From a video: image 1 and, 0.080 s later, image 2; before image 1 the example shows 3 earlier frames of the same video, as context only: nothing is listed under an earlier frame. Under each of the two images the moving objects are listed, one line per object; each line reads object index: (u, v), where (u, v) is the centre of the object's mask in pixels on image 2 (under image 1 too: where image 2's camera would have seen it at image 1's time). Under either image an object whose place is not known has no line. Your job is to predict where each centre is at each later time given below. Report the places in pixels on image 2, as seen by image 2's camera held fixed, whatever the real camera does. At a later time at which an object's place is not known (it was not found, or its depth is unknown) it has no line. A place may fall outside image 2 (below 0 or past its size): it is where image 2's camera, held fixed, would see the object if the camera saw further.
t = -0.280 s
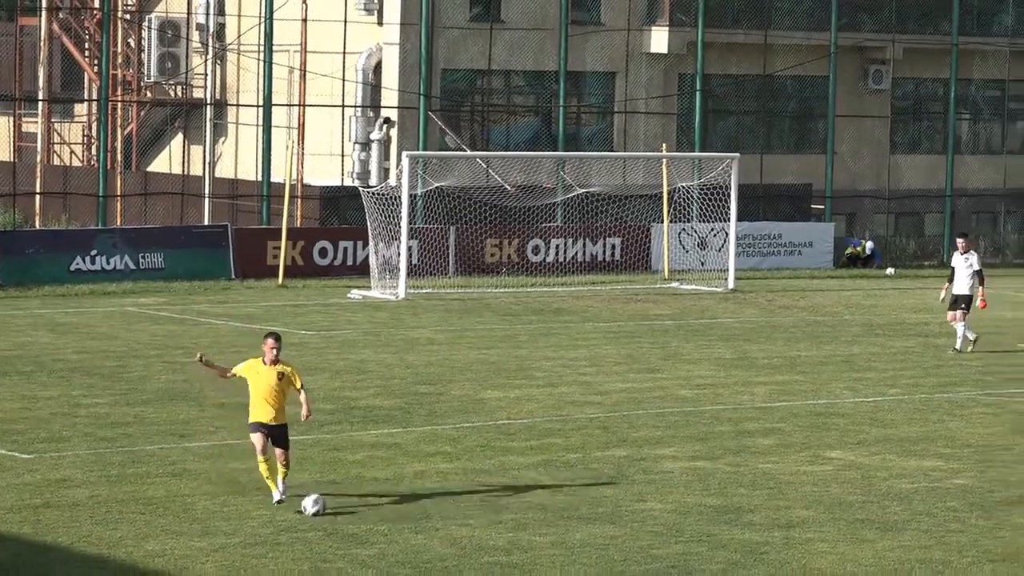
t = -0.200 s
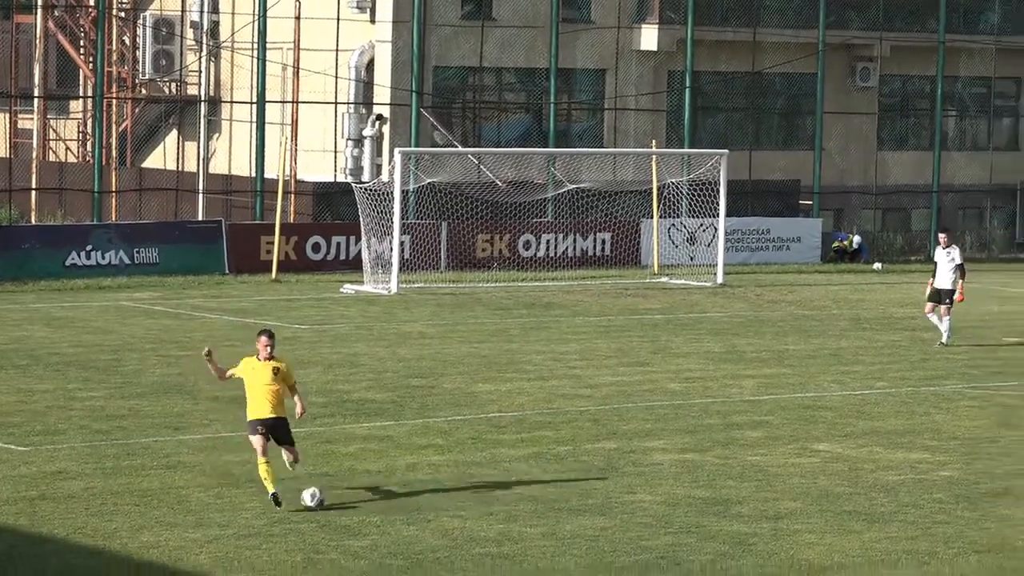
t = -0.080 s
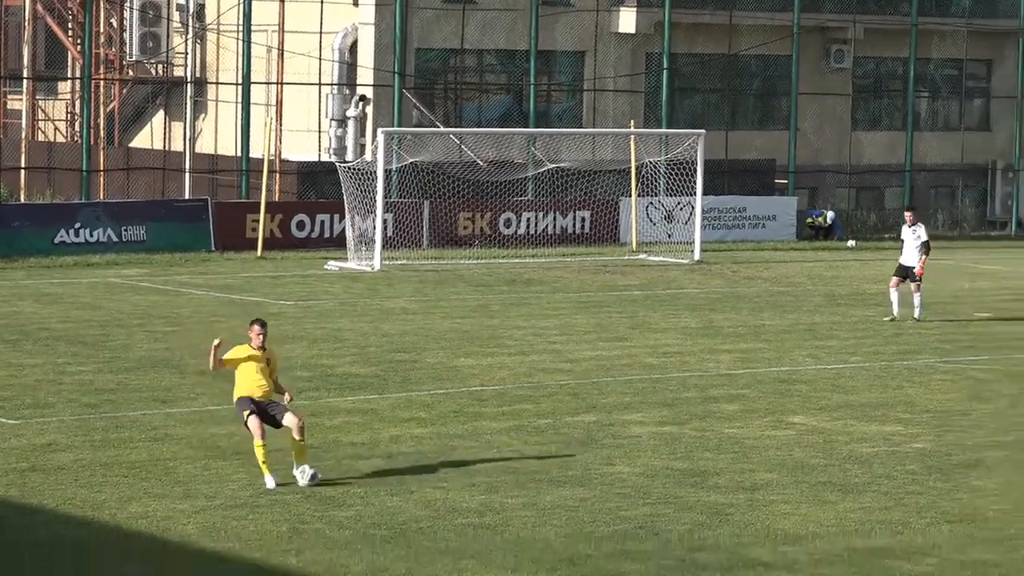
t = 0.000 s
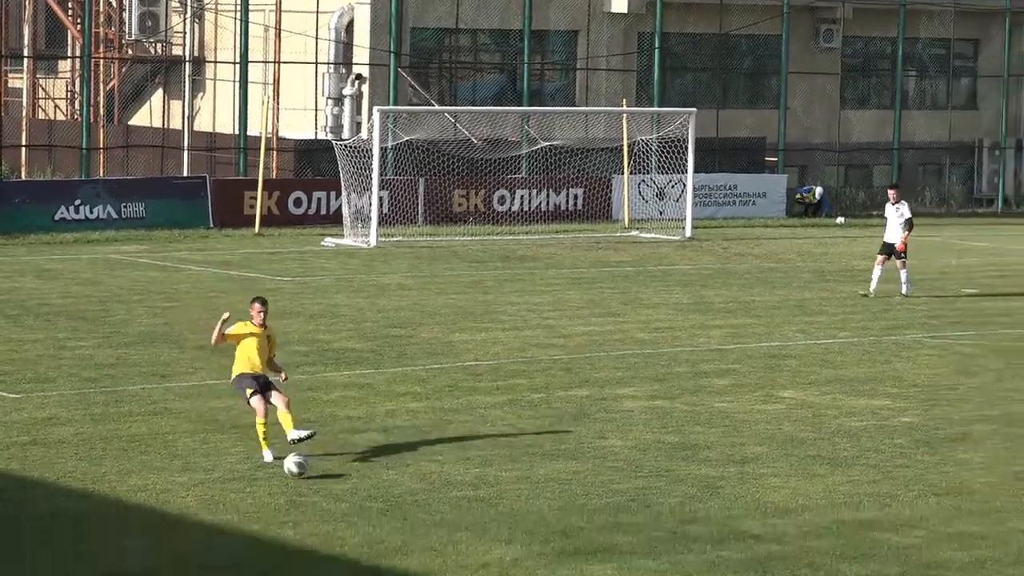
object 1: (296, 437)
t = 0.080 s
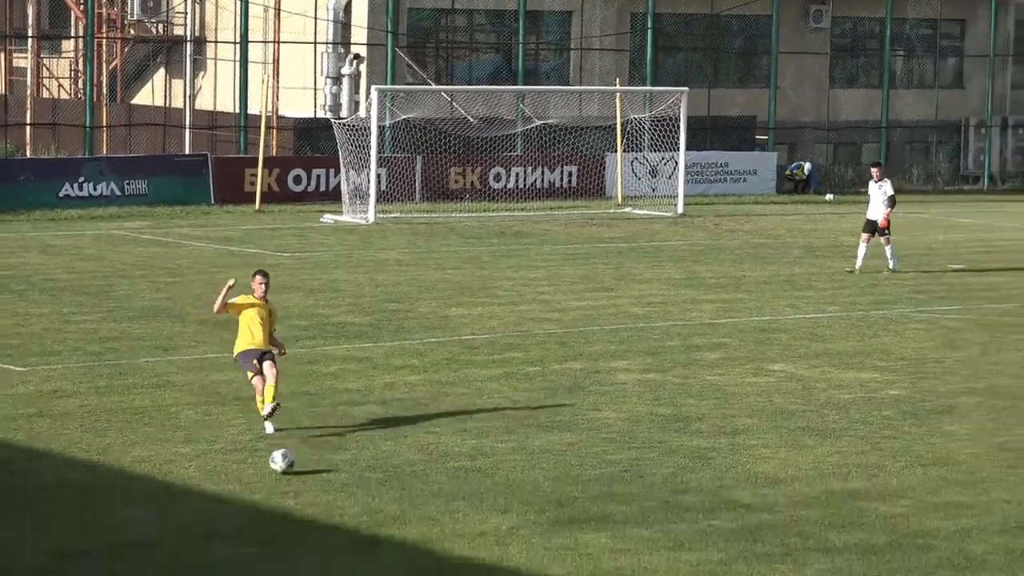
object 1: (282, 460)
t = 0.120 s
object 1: (272, 476)
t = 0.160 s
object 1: (262, 489)
